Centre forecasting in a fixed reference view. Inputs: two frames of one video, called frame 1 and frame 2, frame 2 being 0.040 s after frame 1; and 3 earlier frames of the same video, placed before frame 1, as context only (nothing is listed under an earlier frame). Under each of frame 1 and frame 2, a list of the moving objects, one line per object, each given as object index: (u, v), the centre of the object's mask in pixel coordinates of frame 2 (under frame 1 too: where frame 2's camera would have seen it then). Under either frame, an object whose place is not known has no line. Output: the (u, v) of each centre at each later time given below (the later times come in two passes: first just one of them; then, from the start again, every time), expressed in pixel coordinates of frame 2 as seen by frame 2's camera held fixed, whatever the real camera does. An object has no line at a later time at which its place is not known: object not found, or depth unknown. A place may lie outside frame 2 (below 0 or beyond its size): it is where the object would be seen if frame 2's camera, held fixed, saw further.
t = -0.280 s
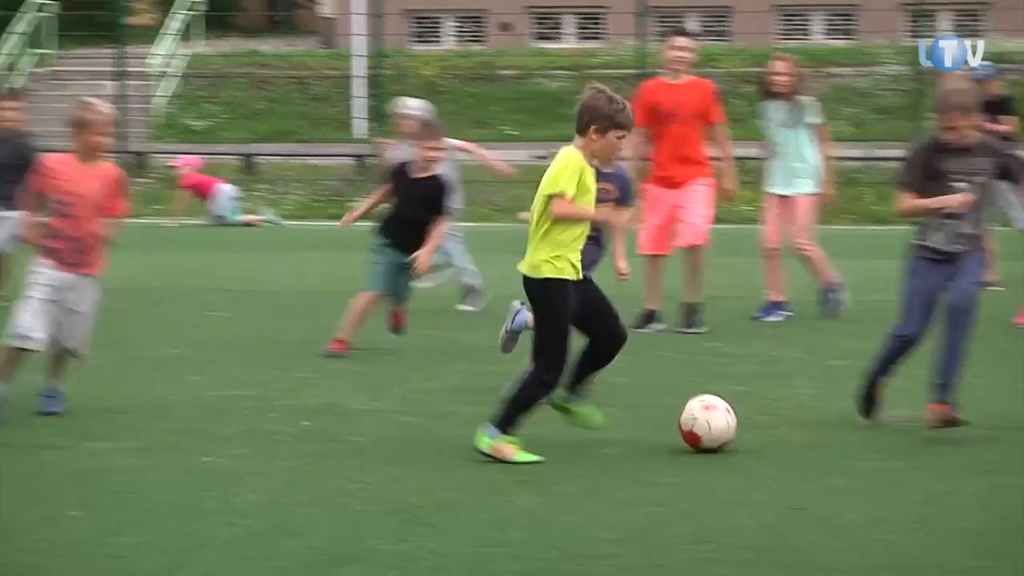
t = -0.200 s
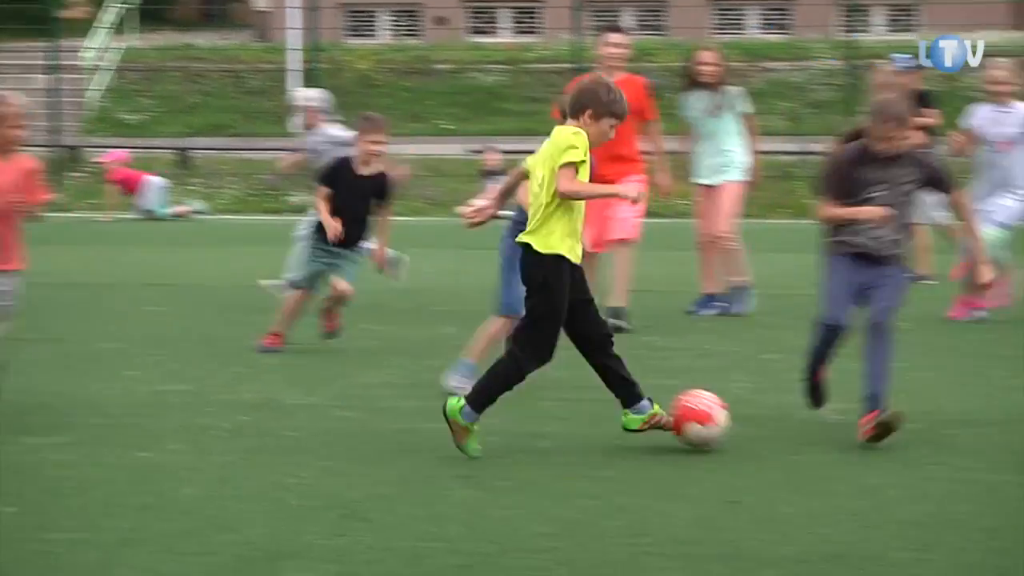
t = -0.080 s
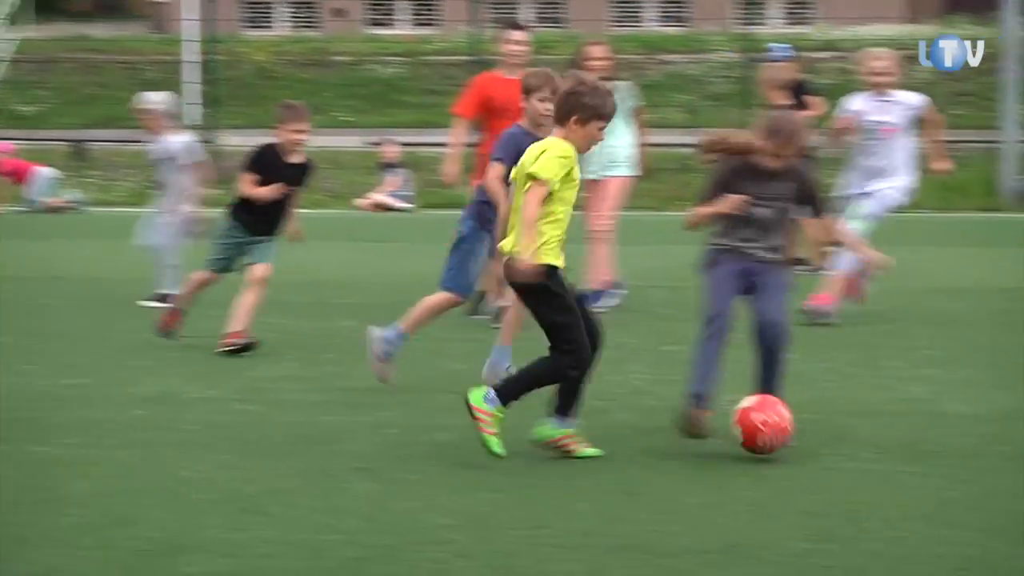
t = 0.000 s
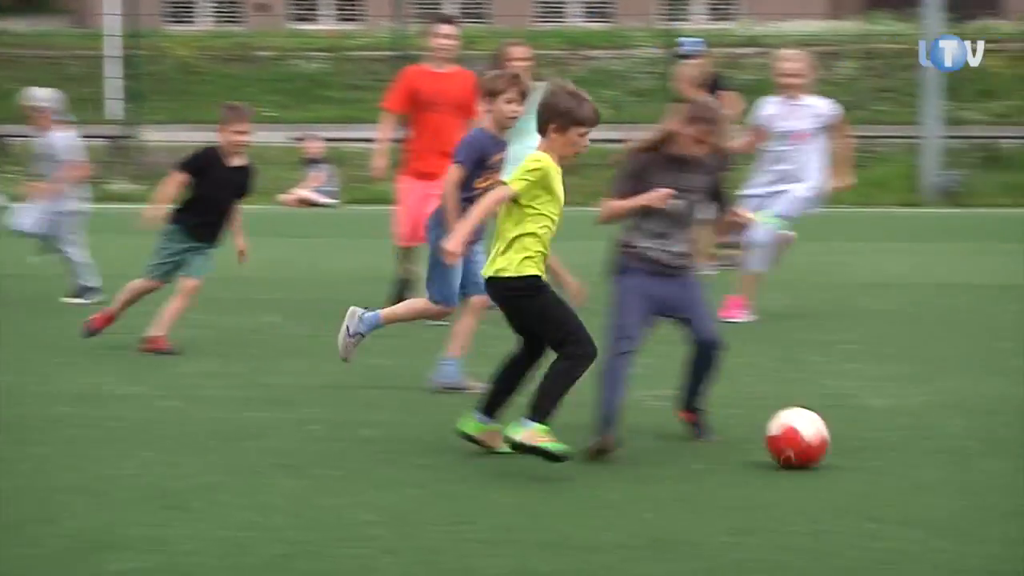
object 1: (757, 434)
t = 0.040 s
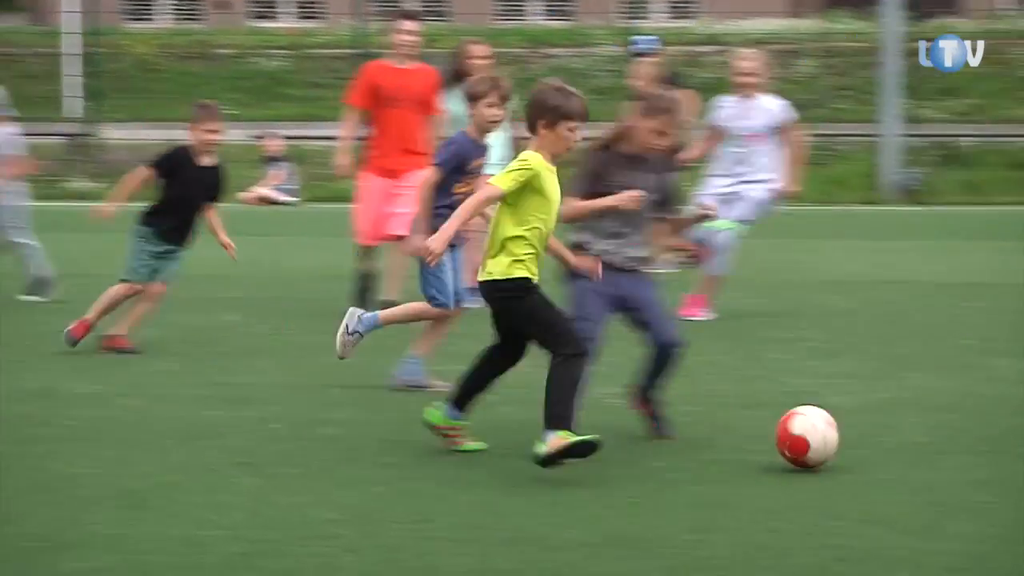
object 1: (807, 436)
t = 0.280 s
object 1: (1117, 479)
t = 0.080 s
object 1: (858, 441)
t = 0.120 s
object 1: (910, 448)
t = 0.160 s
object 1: (966, 460)
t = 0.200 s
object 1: (1016, 464)
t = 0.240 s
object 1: (1066, 470)
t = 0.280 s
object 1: (1117, 479)
